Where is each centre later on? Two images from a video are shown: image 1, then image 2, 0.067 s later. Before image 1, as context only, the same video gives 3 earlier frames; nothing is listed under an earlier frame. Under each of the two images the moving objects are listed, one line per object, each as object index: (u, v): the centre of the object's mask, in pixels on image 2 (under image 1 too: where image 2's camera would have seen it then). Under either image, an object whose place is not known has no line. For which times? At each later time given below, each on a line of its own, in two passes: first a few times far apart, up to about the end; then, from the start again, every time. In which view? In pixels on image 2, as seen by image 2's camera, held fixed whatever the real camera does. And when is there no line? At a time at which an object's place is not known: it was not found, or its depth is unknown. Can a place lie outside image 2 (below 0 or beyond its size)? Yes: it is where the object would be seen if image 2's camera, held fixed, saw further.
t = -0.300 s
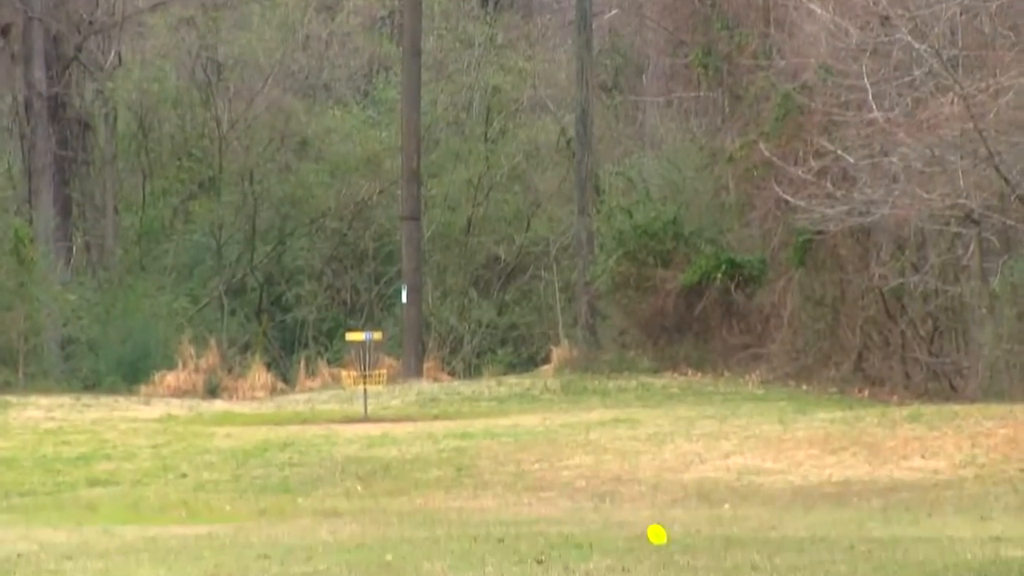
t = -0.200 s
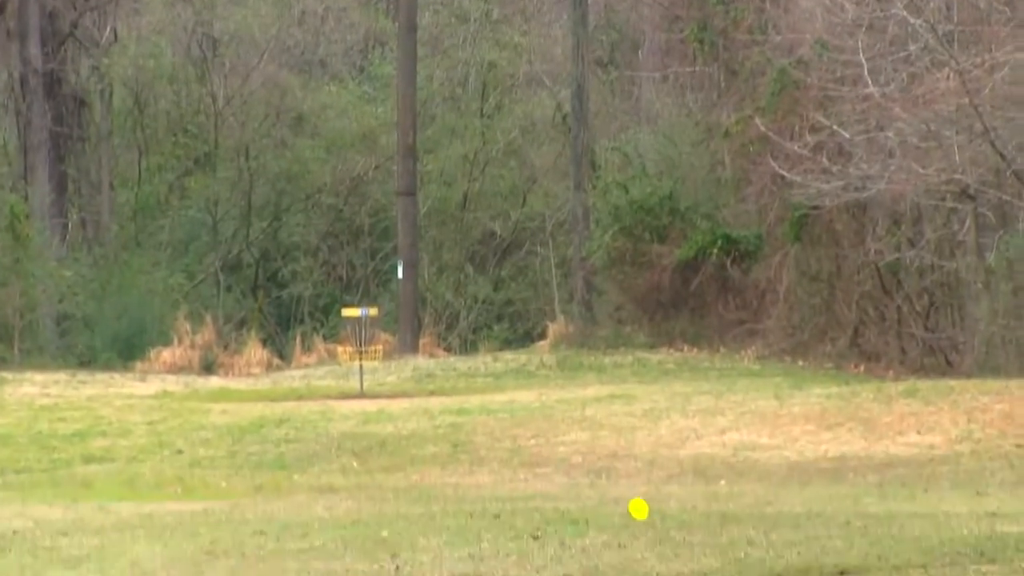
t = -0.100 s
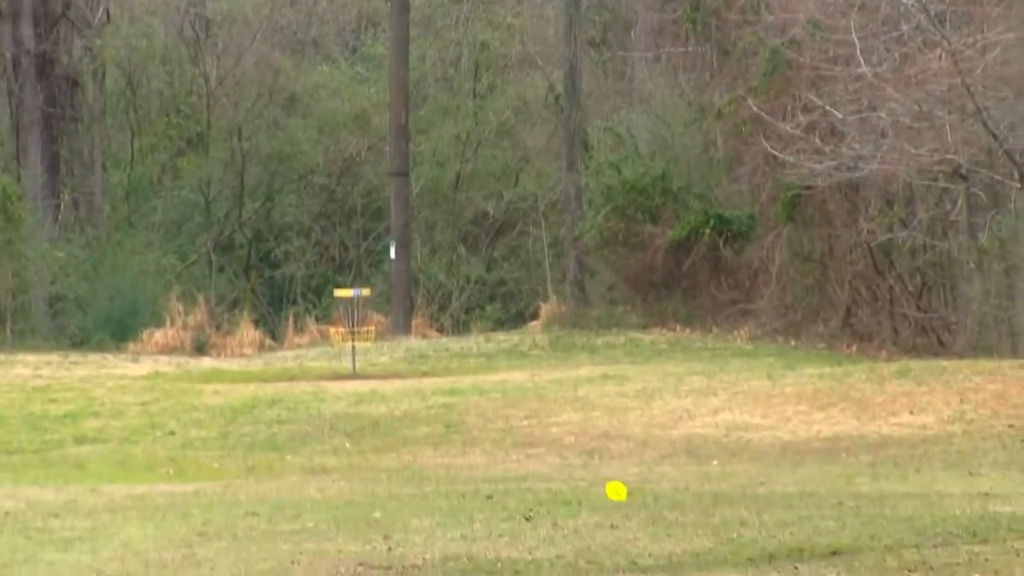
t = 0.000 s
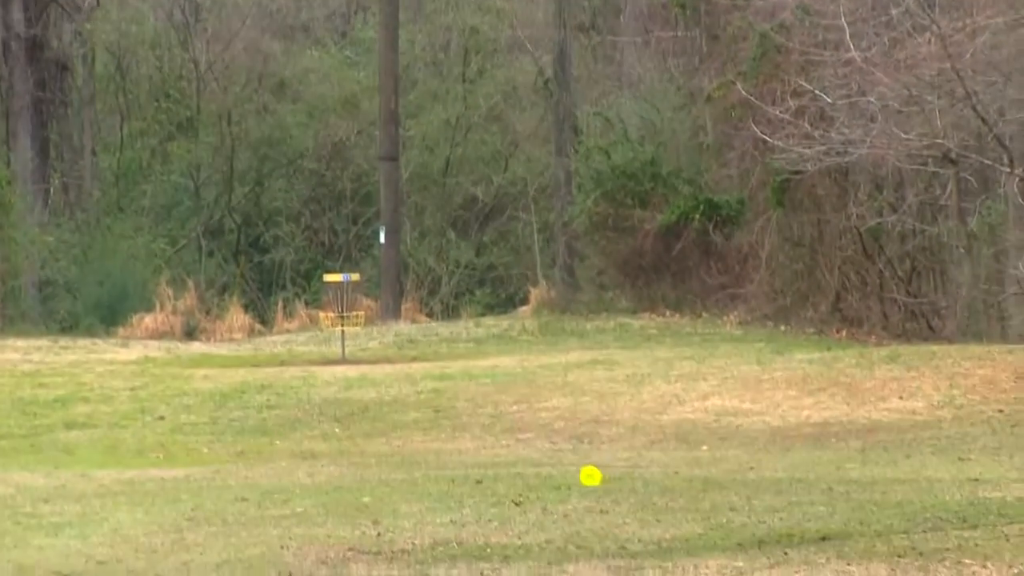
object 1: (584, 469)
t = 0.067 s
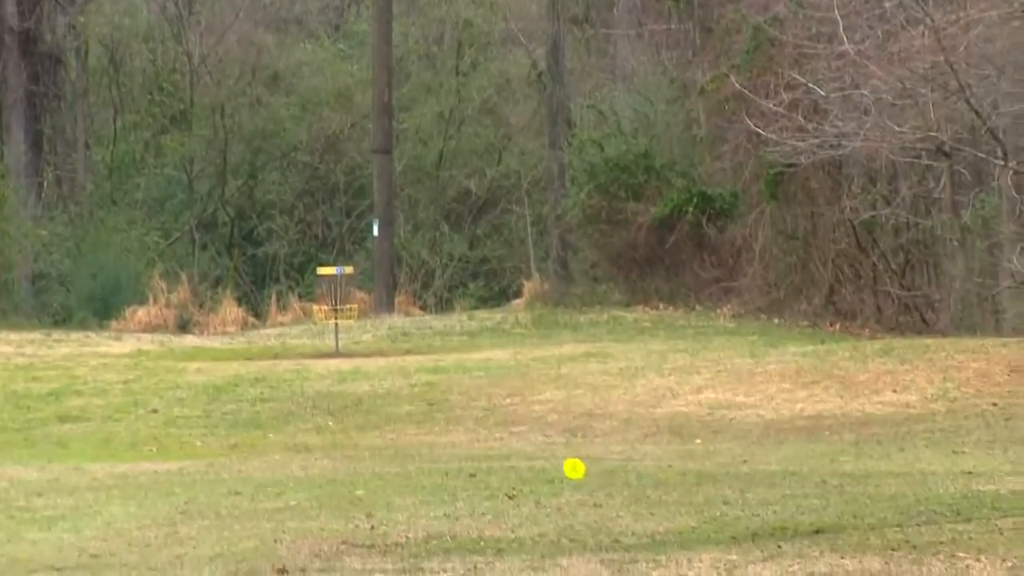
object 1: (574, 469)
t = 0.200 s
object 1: (554, 469)
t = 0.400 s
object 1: (526, 469)
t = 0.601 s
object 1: (502, 471)
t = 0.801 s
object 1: (480, 471)
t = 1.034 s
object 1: (463, 472)
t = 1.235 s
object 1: (451, 473)
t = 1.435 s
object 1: (445, 474)
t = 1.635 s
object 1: (445, 474)
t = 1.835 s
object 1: (453, 476)
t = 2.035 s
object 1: (462, 478)
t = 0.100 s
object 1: (569, 469)
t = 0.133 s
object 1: (563, 469)
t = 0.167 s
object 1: (558, 469)
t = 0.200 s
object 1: (554, 469)
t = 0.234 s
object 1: (549, 470)
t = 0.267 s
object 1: (544, 470)
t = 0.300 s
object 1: (540, 469)
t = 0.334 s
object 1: (535, 469)
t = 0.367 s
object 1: (531, 469)
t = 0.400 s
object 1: (526, 469)
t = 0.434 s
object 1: (522, 470)
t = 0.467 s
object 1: (518, 470)
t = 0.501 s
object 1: (514, 470)
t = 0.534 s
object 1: (510, 470)
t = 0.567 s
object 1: (506, 470)
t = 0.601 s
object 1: (502, 471)
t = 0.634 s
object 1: (498, 471)
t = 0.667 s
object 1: (494, 471)
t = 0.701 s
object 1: (490, 471)
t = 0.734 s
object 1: (487, 471)
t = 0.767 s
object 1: (484, 471)
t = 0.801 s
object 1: (480, 471)
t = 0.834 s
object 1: (478, 471)
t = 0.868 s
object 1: (475, 472)
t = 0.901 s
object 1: (472, 471)
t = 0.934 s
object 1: (469, 472)
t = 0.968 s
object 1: (467, 472)
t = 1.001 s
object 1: (465, 472)
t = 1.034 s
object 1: (463, 472)
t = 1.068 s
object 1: (461, 472)
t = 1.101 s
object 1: (459, 472)
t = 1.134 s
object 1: (457, 472)
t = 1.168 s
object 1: (454, 472)
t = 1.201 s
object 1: (453, 472)
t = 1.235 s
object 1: (451, 473)
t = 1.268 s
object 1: (450, 473)
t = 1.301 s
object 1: (449, 472)
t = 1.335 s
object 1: (448, 472)
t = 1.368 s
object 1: (447, 473)
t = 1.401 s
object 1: (446, 473)
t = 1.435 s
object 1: (445, 474)
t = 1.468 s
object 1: (445, 473)
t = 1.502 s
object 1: (445, 473)
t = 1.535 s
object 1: (445, 474)
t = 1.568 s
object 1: (444, 474)
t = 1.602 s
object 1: (445, 474)
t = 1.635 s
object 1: (445, 474)
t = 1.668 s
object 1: (446, 475)
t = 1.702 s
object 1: (447, 474)
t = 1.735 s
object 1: (448, 475)
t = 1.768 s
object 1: (450, 475)
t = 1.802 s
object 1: (451, 475)
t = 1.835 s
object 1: (453, 476)
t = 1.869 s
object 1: (455, 476)
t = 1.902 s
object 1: (457, 477)
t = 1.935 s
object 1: (459, 477)
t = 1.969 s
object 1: (461, 477)
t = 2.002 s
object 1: (462, 478)
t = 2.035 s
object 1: (462, 478)
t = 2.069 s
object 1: (463, 479)
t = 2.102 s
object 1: (462, 480)
